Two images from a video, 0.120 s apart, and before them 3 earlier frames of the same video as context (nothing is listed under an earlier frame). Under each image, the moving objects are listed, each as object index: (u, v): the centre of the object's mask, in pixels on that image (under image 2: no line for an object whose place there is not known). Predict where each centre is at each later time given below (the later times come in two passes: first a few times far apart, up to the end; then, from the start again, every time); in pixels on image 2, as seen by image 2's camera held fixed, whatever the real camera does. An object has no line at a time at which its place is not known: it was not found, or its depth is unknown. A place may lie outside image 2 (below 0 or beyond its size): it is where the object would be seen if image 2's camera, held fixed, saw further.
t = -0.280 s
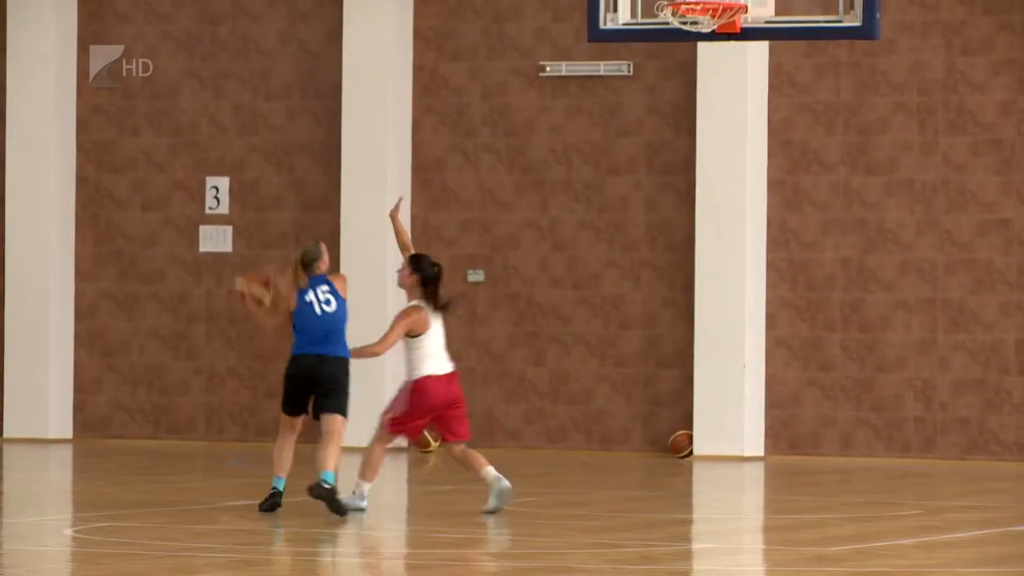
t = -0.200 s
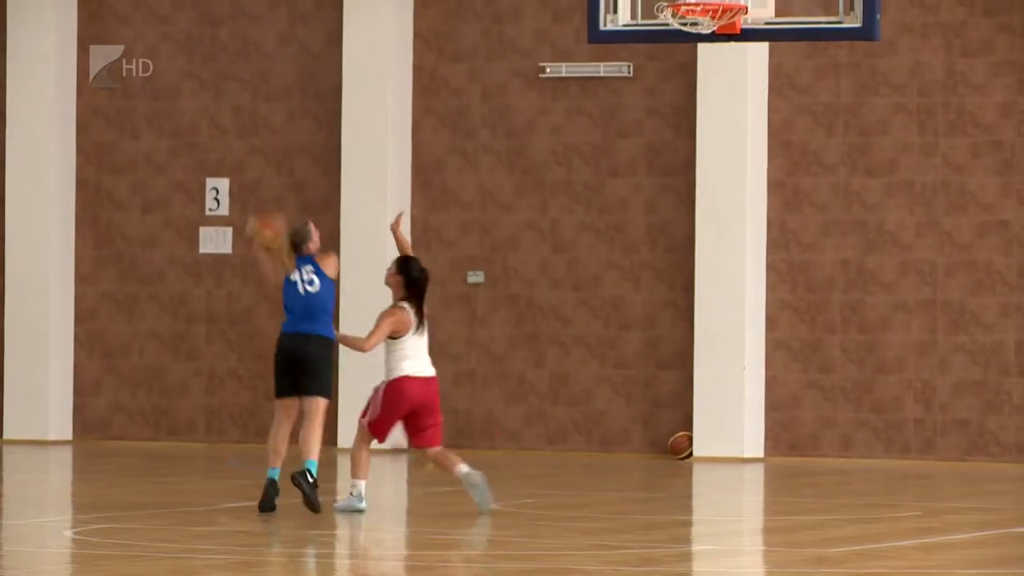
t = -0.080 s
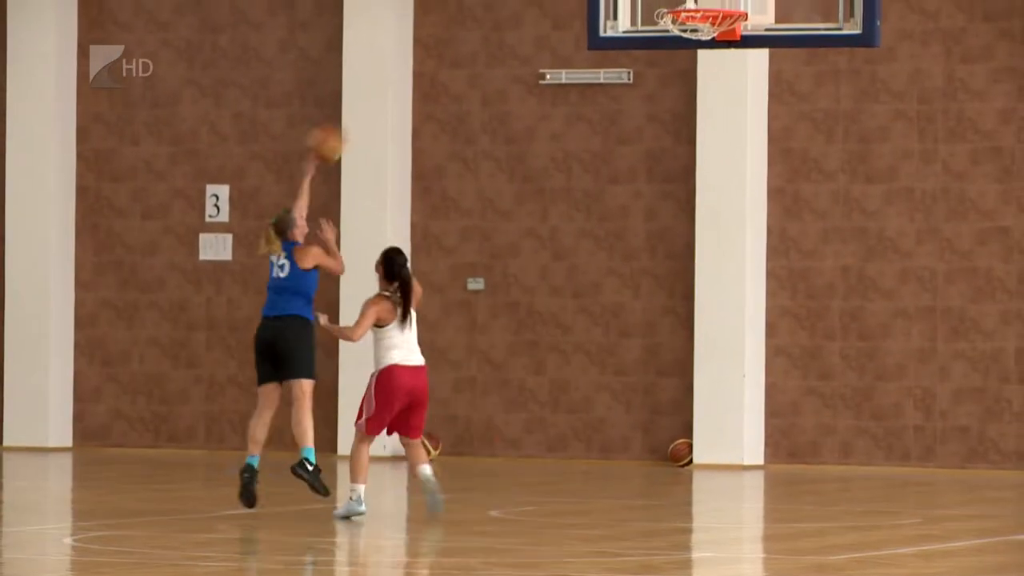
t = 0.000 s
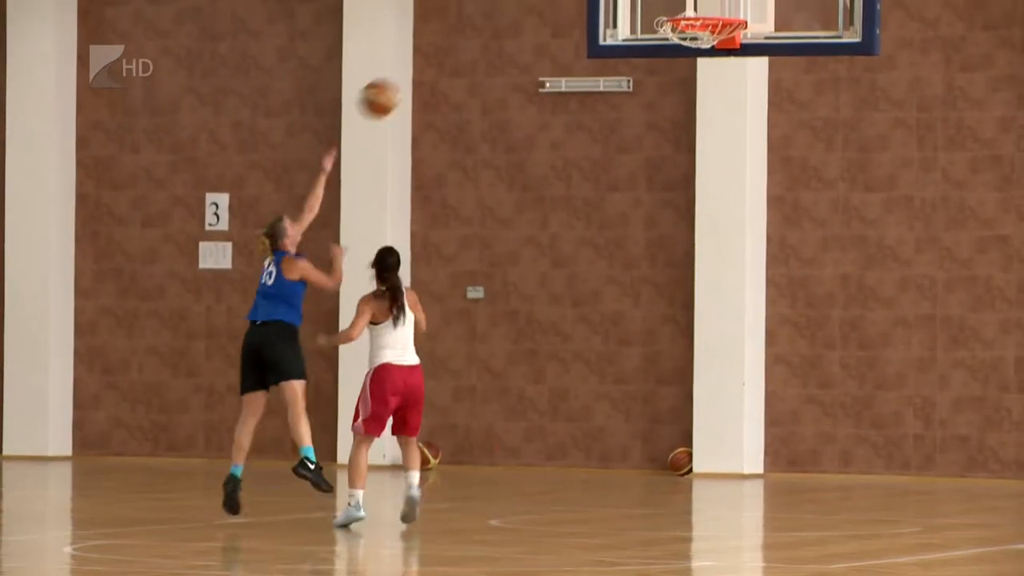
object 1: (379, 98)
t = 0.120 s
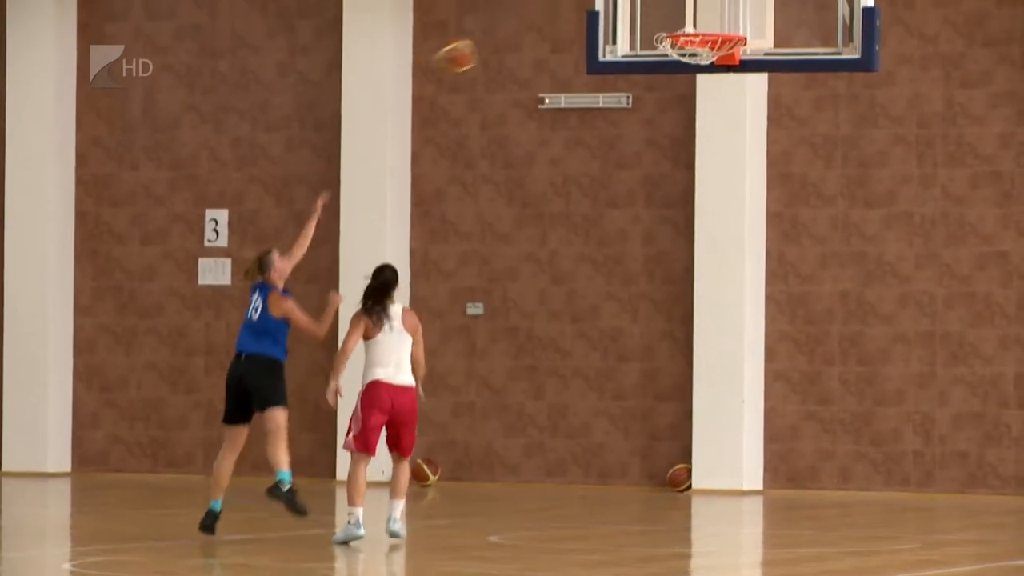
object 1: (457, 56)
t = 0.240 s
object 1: (531, 18)
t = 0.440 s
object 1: (654, 15)
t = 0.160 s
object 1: (482, 41)
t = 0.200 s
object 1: (507, 27)
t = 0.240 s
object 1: (531, 18)
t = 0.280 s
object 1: (555, 11)
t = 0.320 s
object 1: (580, 10)
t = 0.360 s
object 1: (604, 9)
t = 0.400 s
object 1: (628, 10)
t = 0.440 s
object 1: (654, 15)
